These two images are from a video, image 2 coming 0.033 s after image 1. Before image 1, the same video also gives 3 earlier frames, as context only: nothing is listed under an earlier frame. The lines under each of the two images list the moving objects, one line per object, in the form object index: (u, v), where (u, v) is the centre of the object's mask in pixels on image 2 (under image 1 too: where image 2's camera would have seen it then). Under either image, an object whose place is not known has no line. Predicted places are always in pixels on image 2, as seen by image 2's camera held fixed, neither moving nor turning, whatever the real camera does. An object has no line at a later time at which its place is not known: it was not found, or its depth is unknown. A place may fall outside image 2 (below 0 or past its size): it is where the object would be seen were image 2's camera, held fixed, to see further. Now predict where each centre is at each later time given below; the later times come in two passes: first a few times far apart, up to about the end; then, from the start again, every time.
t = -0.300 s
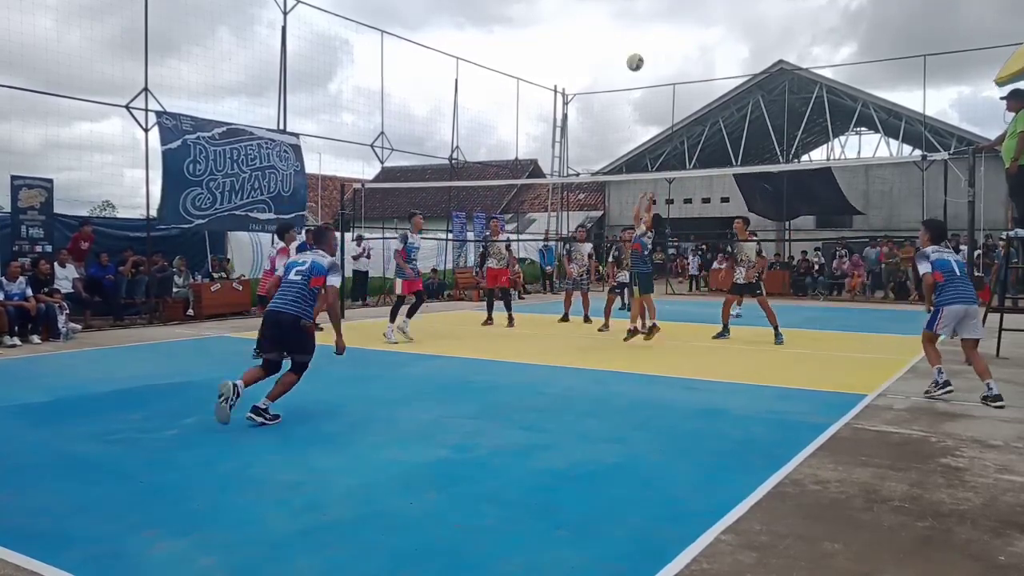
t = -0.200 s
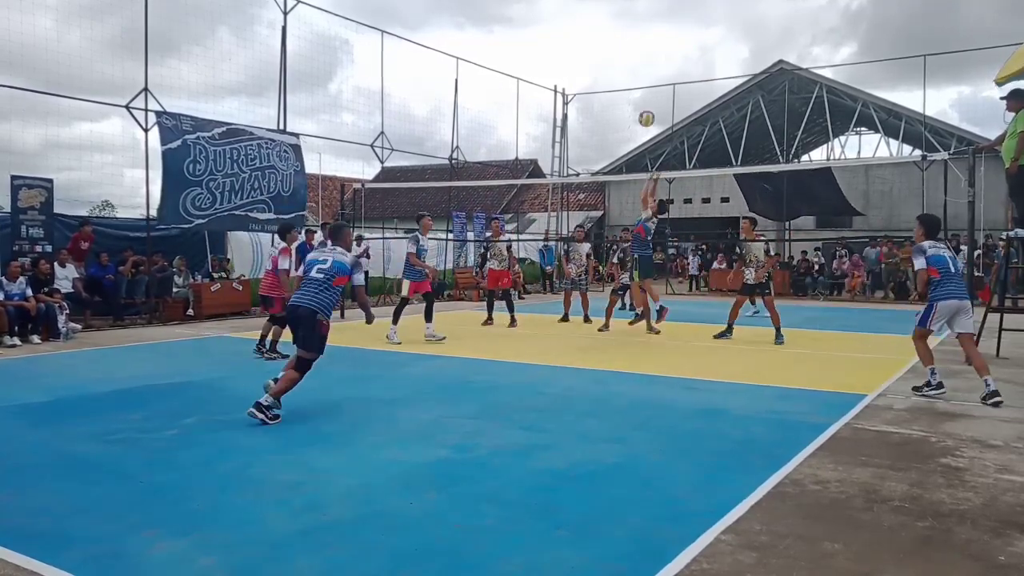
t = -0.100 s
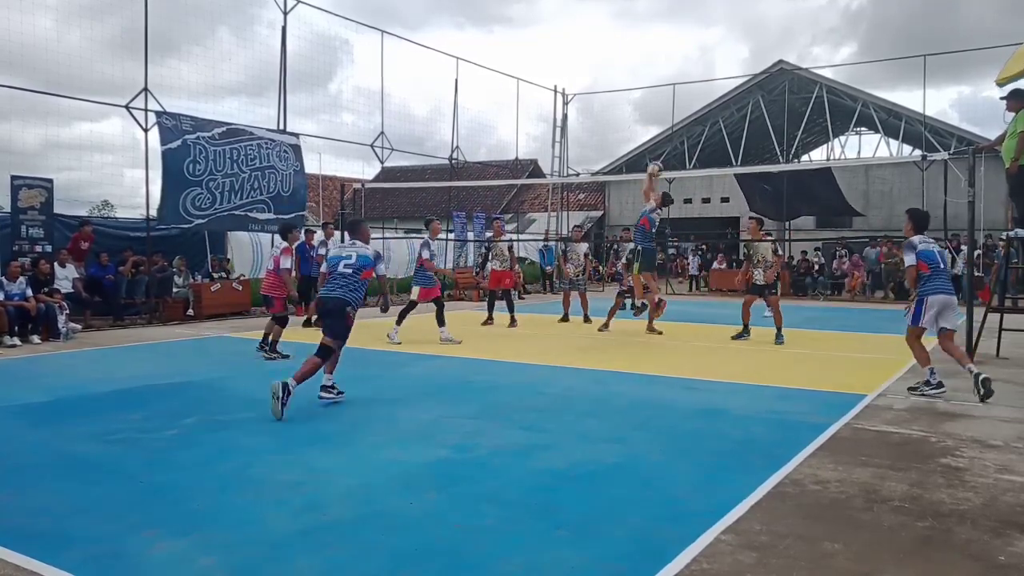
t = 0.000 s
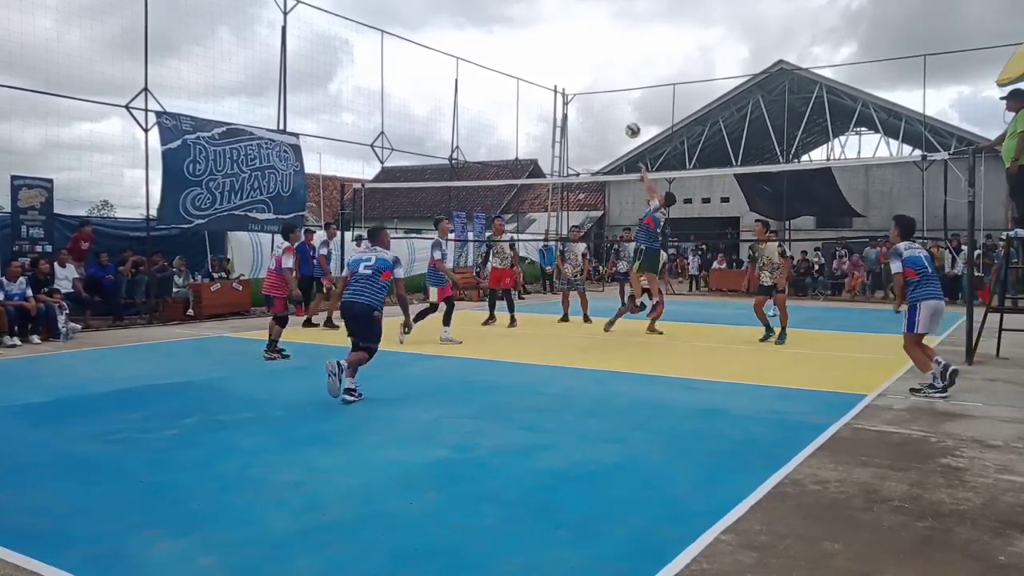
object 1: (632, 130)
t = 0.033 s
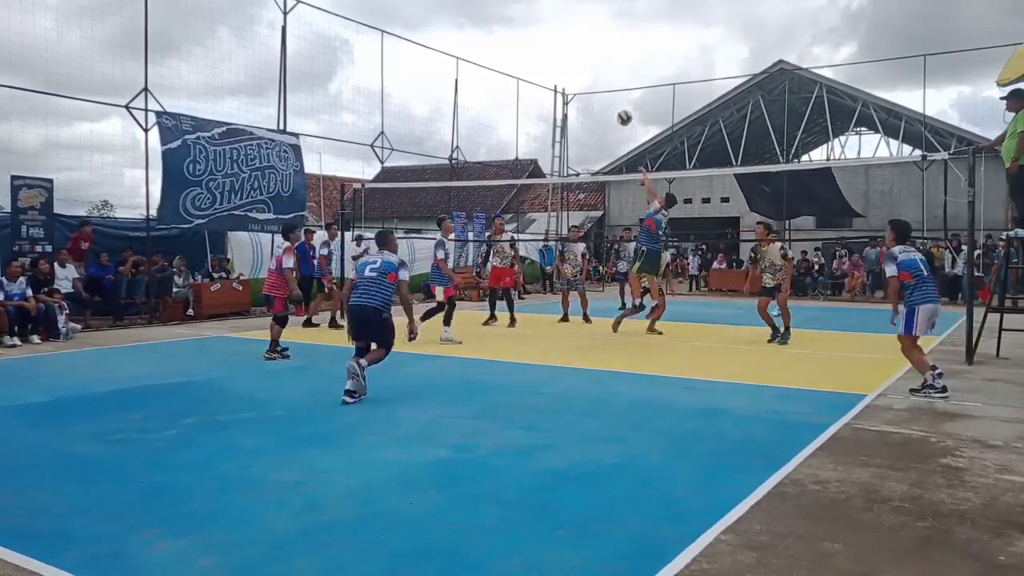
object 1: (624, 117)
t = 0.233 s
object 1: (576, 61)
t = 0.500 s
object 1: (518, 31)
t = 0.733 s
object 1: (474, 47)
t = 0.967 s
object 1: (435, 97)
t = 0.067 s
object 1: (616, 106)
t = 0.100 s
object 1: (608, 95)
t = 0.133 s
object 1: (600, 85)
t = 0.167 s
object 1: (592, 77)
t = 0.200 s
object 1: (584, 68)
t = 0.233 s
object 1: (576, 61)
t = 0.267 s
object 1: (569, 54)
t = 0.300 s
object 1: (561, 48)
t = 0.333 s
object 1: (554, 43)
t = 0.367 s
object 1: (546, 39)
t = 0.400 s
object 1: (539, 36)
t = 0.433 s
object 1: (532, 33)
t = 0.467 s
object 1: (525, 32)
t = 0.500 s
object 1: (518, 31)
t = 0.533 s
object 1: (511, 31)
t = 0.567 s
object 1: (505, 32)
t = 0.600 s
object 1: (498, 34)
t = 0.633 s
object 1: (492, 36)
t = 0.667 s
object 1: (486, 39)
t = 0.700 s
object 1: (480, 43)
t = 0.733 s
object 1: (474, 47)
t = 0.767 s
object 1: (468, 52)
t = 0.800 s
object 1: (462, 58)
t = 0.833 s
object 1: (457, 64)
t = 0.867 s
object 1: (451, 72)
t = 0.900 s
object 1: (446, 79)
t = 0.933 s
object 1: (440, 88)
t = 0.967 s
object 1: (435, 97)
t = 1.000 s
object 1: (430, 106)
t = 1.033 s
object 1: (425, 116)
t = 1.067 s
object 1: (419, 127)
